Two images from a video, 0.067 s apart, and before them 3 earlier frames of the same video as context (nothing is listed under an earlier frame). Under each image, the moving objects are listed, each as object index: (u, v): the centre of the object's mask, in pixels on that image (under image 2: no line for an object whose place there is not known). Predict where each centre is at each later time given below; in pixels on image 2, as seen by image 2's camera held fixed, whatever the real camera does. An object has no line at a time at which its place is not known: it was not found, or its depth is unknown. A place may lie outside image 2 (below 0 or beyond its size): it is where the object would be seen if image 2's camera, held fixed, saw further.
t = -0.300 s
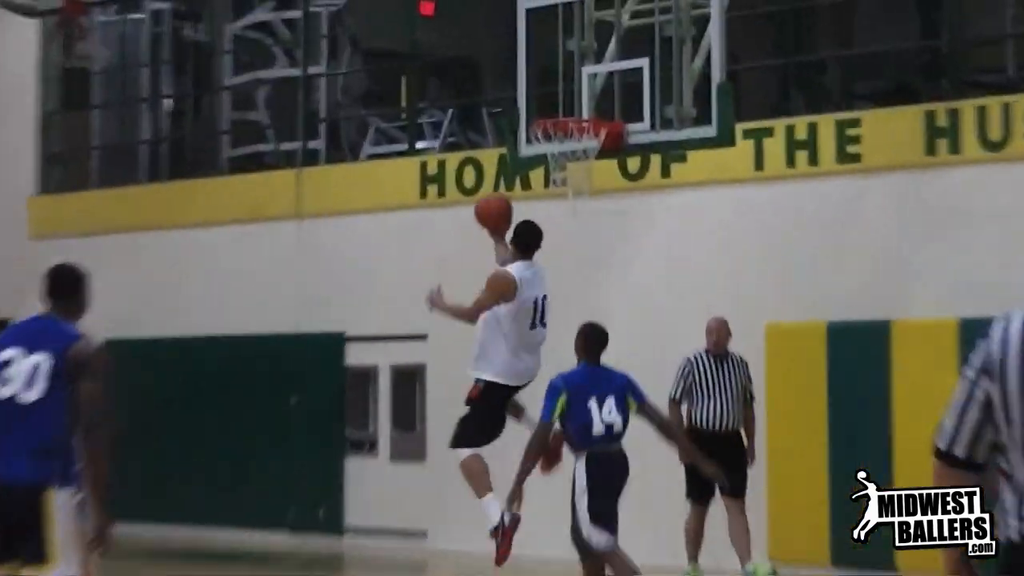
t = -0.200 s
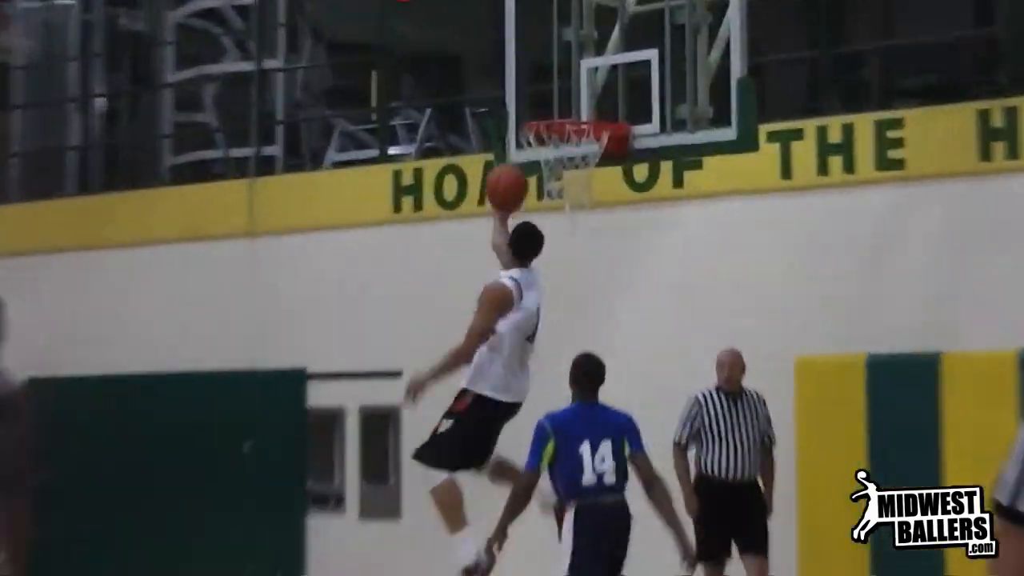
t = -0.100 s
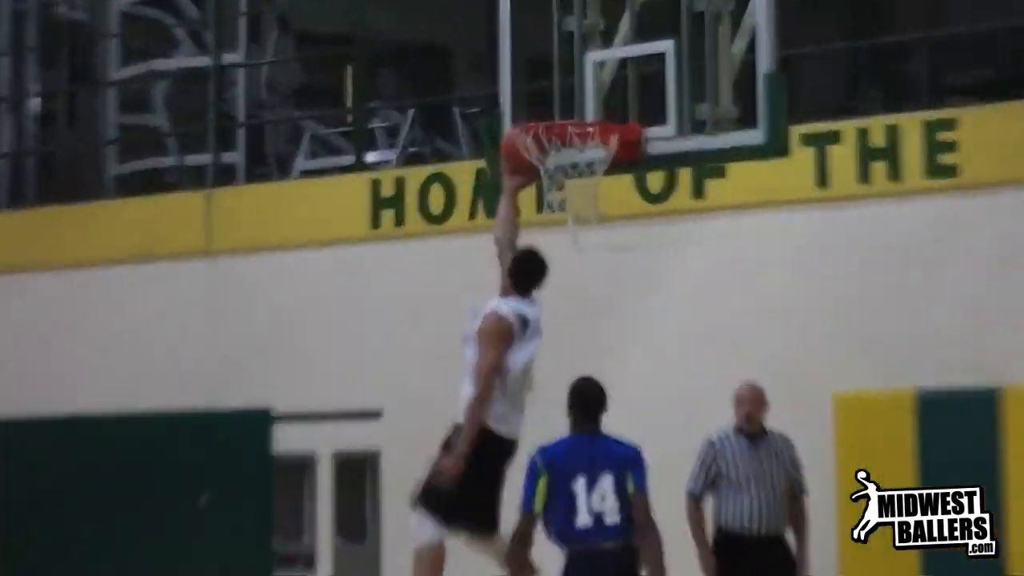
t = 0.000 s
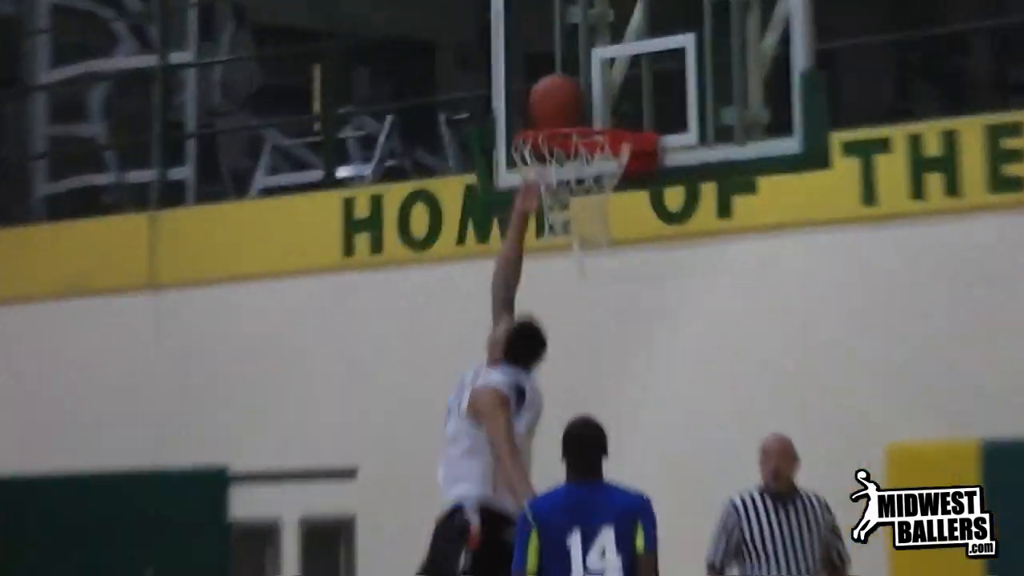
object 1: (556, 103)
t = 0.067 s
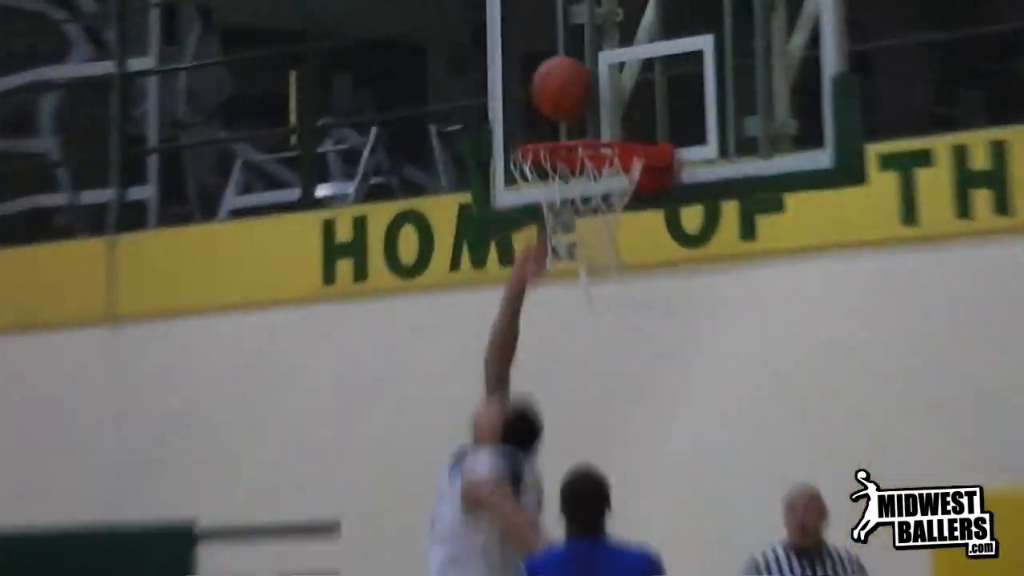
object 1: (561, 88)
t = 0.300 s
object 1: (560, 93)
